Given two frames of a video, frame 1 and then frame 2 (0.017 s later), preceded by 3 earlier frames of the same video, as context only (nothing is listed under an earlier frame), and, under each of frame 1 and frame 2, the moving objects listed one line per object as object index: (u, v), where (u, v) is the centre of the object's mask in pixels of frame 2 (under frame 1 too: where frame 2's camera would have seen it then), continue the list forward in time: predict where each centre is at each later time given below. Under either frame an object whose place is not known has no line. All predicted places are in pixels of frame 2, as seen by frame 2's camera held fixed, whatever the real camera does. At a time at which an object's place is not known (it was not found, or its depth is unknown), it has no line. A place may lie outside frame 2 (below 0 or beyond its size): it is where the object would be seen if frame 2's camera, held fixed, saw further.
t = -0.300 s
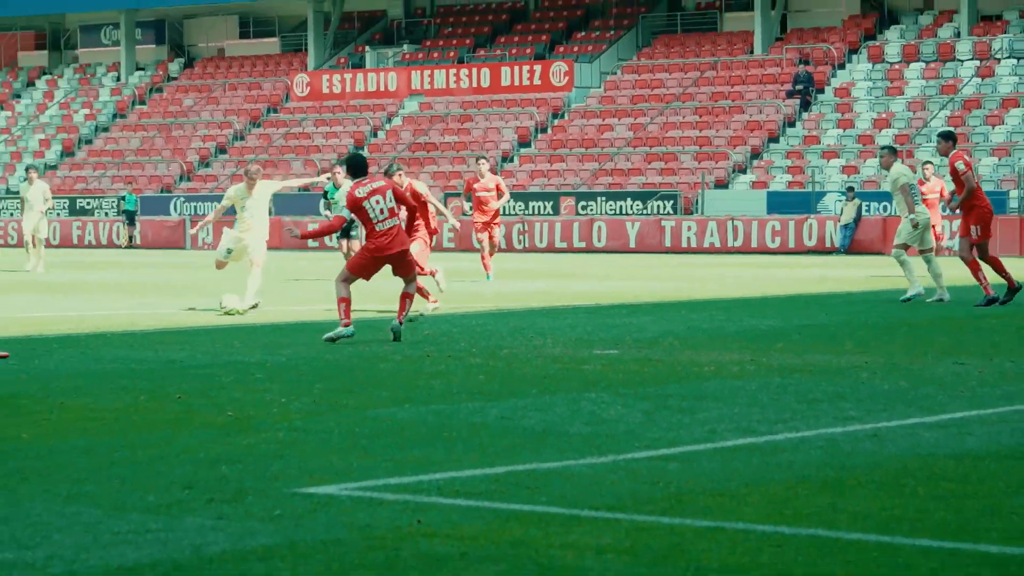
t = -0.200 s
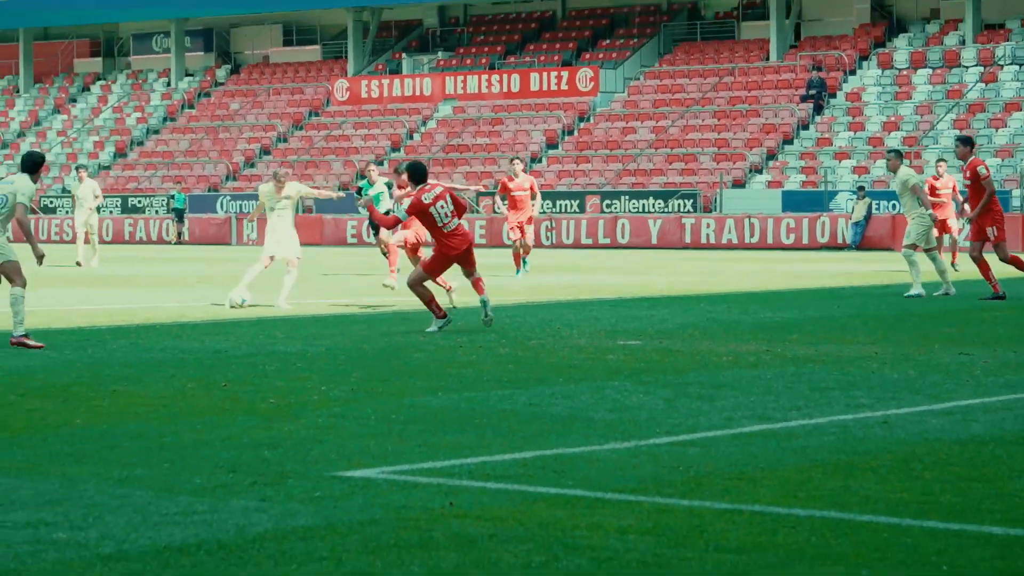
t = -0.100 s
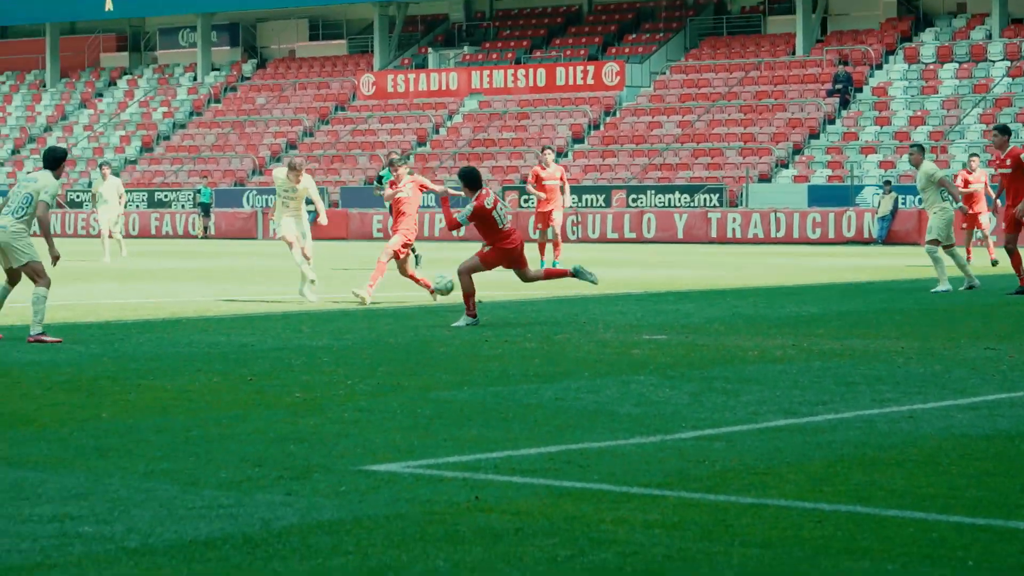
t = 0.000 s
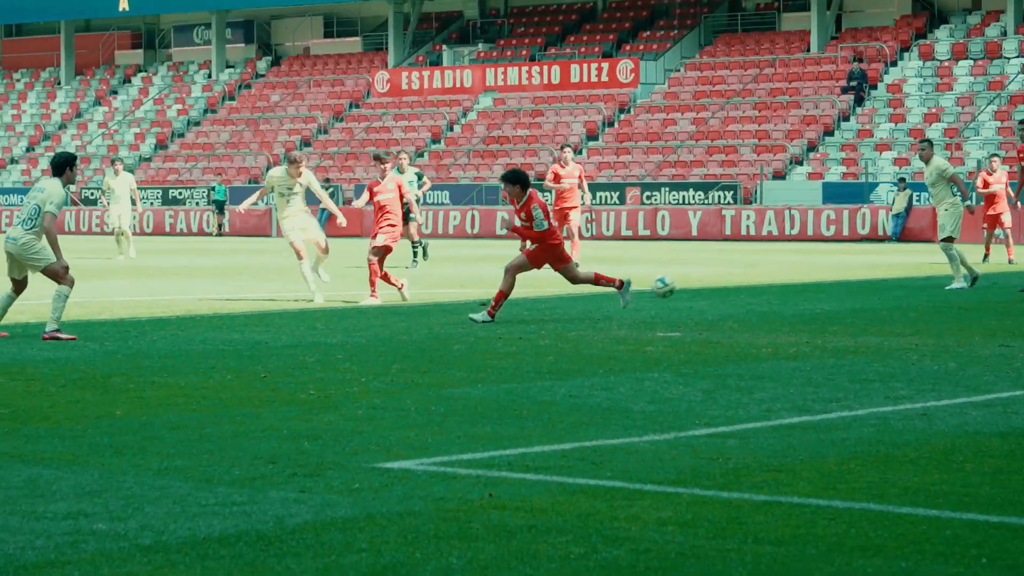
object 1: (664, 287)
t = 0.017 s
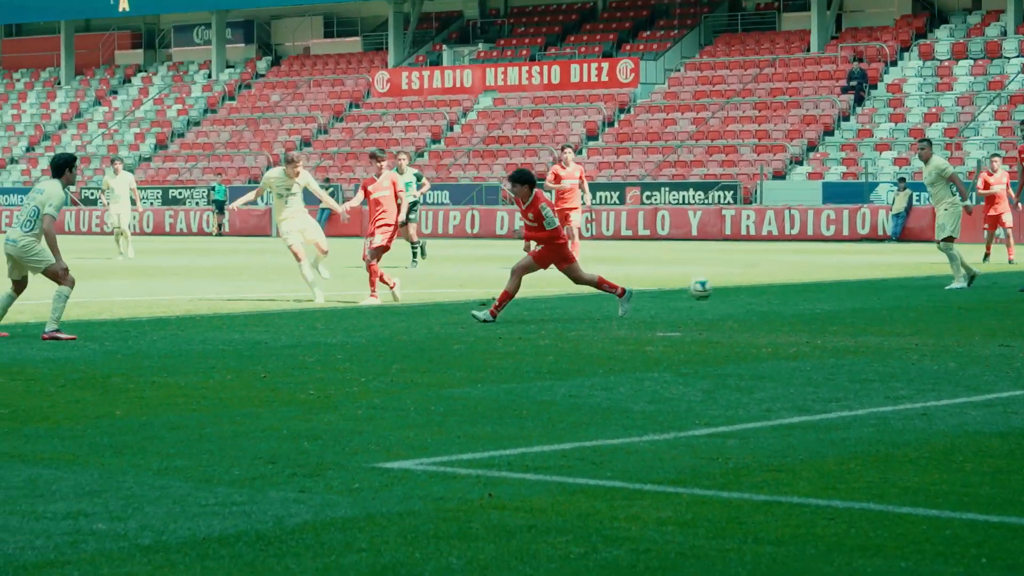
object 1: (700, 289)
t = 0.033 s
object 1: (738, 292)
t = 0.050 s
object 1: (776, 294)
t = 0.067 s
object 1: (817, 297)
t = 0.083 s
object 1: (857, 301)
